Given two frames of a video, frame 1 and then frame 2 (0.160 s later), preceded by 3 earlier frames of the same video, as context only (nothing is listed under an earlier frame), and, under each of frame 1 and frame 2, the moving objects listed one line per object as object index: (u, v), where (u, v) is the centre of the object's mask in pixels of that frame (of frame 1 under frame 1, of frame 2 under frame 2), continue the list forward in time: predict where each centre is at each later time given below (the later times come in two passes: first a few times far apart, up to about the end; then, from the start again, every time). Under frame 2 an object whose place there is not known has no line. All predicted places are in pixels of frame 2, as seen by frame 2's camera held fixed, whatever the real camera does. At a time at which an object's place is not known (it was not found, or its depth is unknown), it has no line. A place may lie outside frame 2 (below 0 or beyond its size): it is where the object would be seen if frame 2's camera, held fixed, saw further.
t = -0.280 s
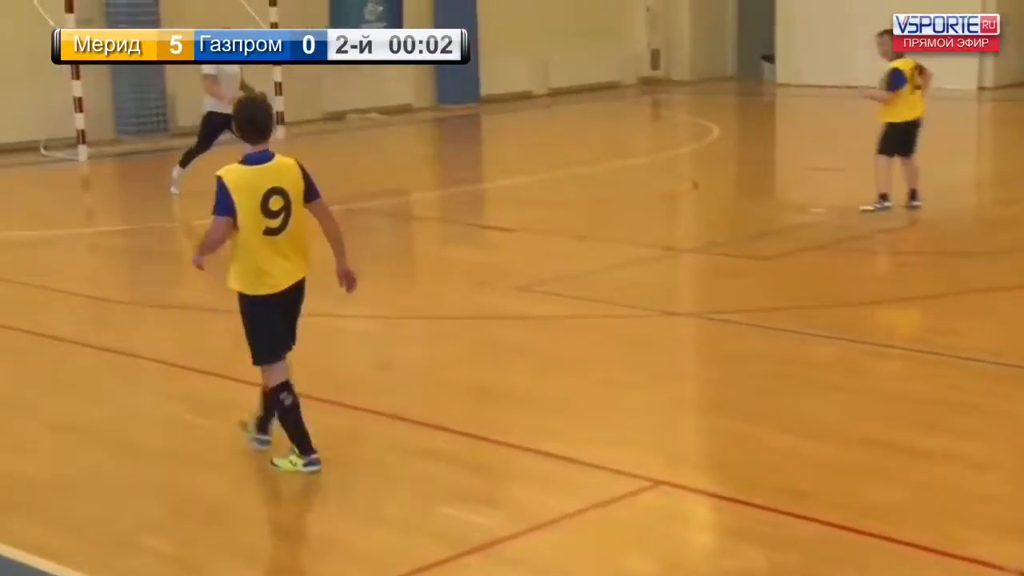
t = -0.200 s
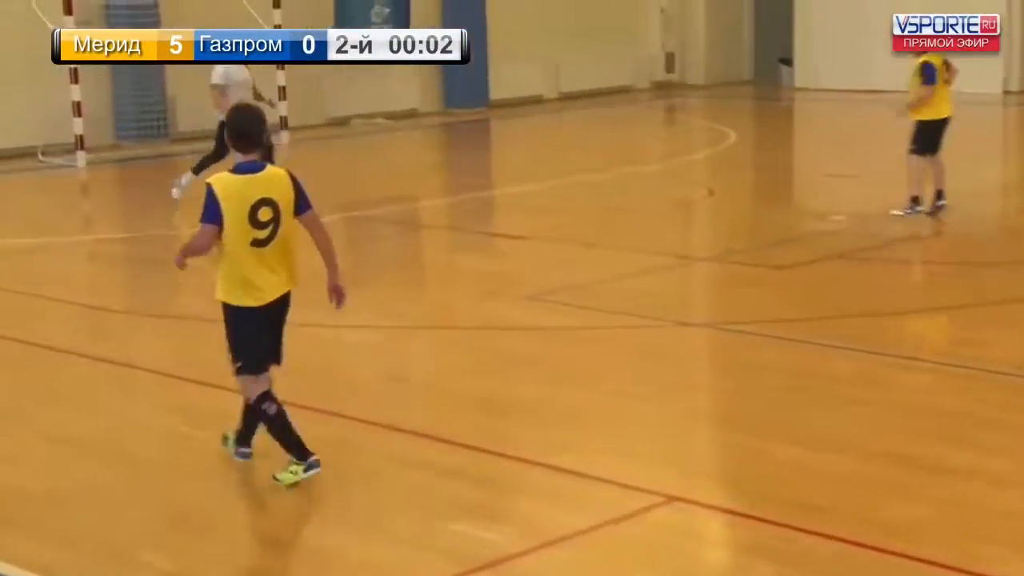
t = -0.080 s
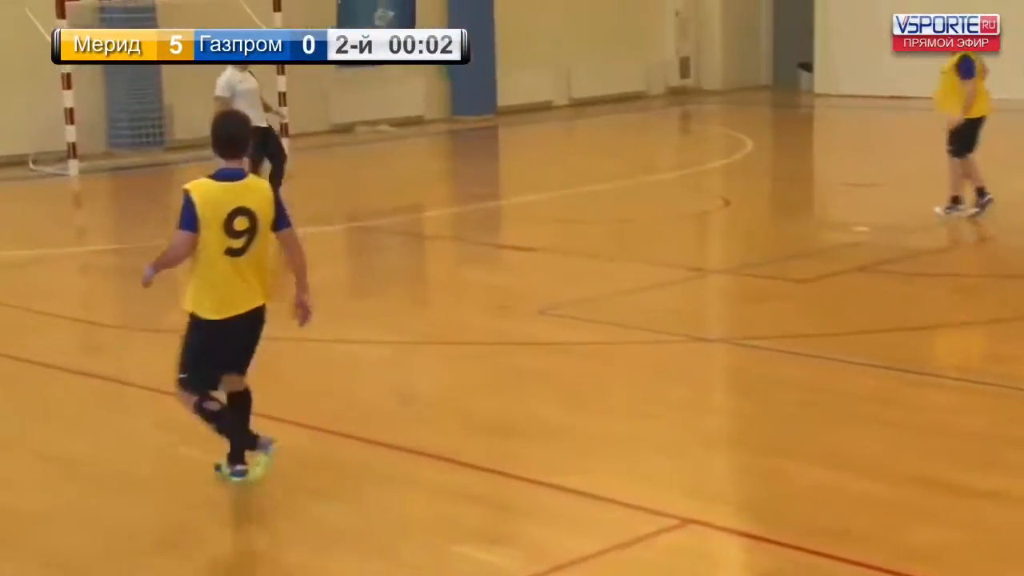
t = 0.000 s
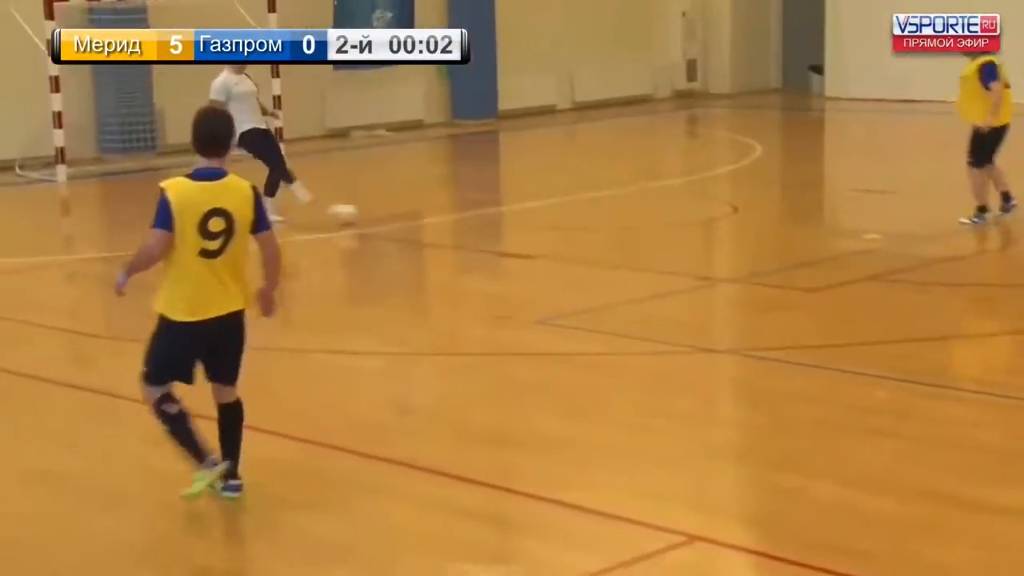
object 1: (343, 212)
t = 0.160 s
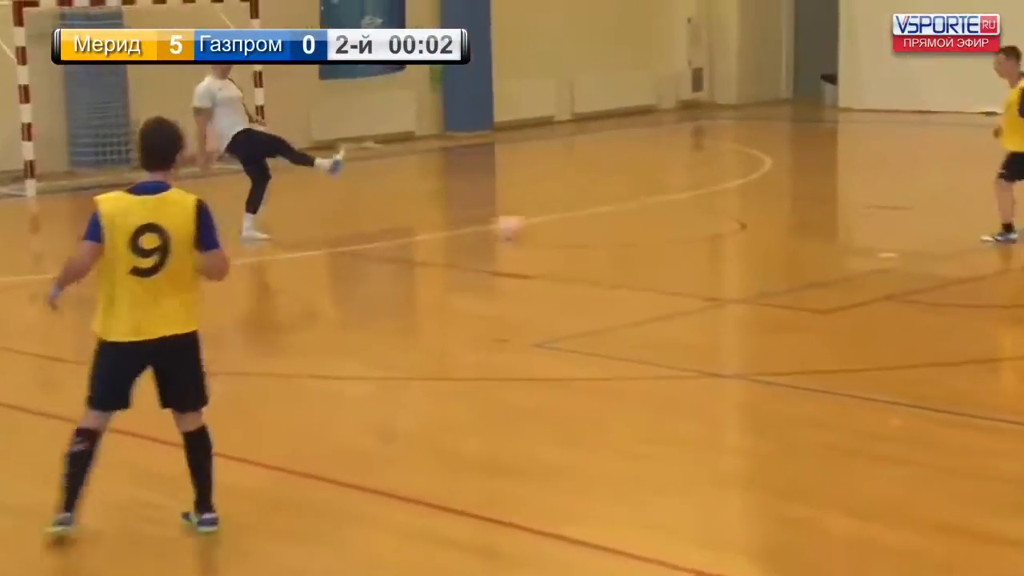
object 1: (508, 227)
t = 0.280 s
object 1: (632, 227)
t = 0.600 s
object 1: (925, 220)
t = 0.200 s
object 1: (550, 228)
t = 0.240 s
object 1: (594, 225)
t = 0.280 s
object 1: (632, 227)
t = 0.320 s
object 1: (670, 224)
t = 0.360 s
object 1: (708, 225)
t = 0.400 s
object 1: (748, 223)
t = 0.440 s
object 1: (782, 223)
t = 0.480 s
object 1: (818, 223)
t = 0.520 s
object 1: (857, 218)
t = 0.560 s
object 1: (889, 219)
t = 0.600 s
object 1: (925, 220)
